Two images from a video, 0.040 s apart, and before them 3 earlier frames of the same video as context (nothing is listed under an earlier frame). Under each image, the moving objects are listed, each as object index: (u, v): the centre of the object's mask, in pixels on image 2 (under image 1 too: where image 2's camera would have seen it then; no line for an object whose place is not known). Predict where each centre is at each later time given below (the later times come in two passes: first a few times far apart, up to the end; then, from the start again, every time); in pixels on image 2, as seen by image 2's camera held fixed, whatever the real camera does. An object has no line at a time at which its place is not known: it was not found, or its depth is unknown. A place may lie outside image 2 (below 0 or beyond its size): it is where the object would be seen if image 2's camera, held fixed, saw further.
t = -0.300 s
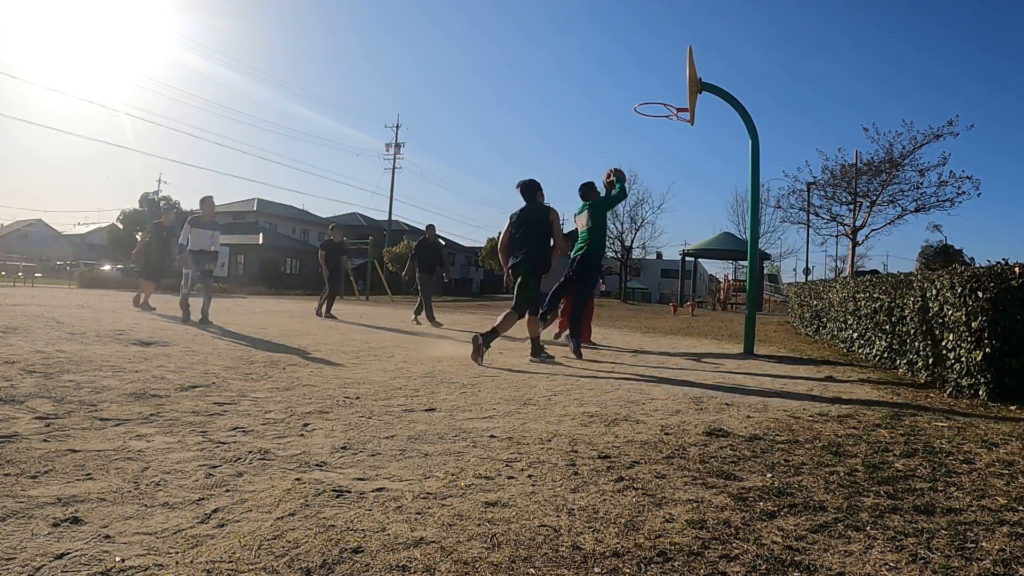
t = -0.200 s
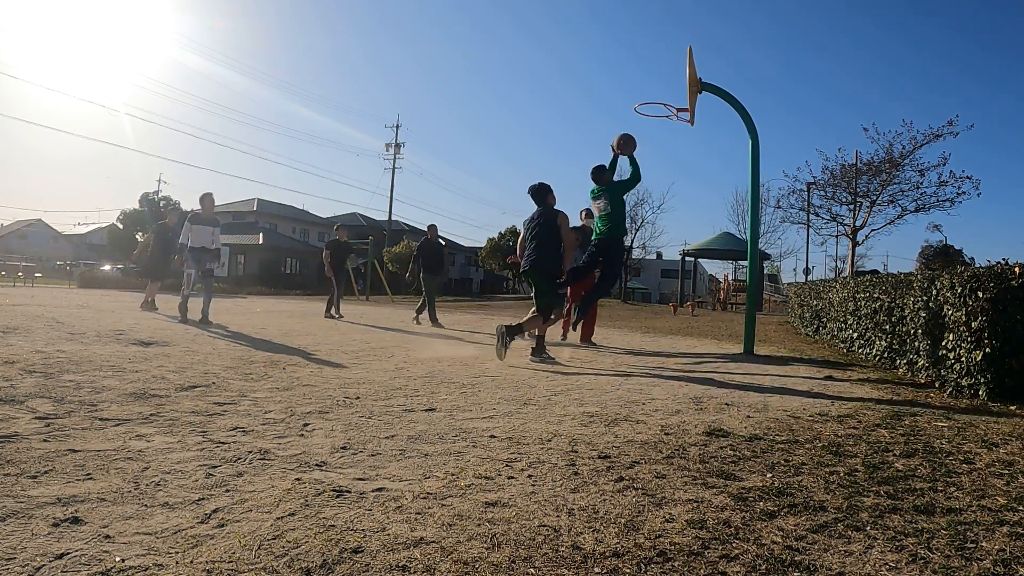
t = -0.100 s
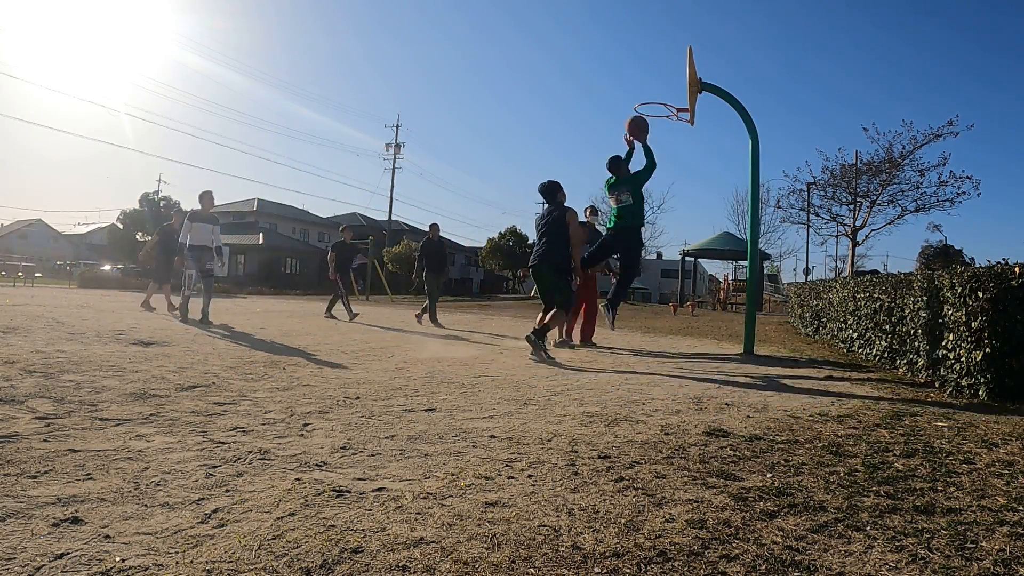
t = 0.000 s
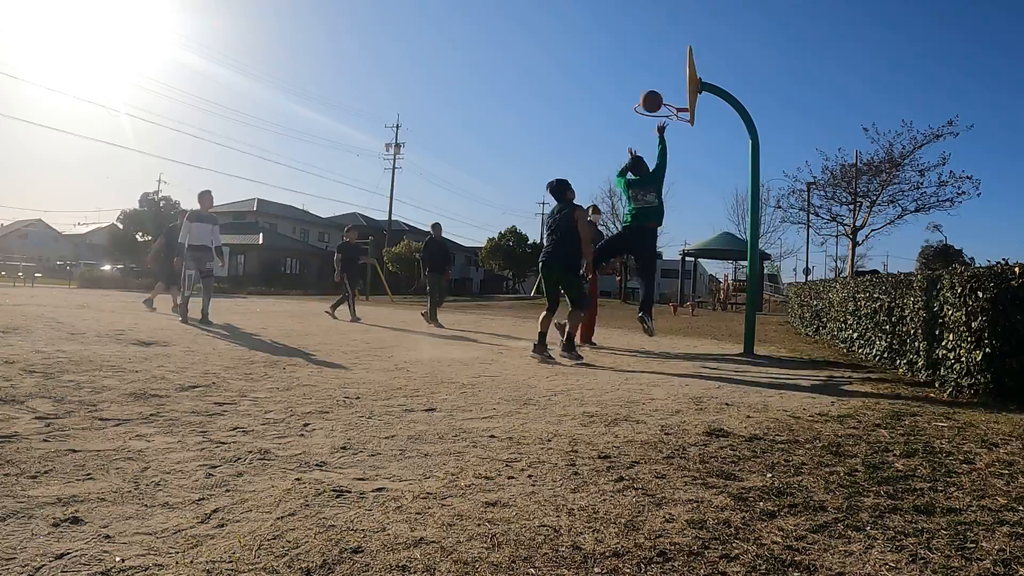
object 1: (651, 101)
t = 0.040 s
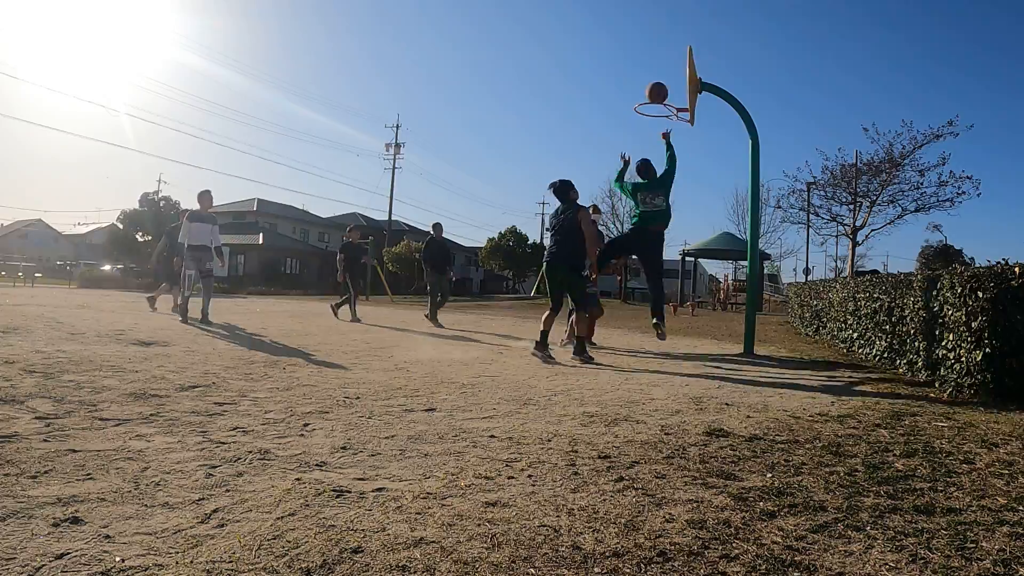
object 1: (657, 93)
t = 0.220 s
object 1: (677, 73)
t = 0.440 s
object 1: (657, 92)
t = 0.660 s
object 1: (661, 121)
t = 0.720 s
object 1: (666, 132)
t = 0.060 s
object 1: (660, 89)
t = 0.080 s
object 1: (662, 86)
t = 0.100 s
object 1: (665, 83)
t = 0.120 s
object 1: (668, 80)
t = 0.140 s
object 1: (670, 78)
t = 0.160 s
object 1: (673, 76)
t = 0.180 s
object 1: (675, 75)
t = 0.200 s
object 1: (677, 74)
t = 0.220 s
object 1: (677, 73)
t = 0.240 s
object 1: (675, 73)
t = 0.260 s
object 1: (674, 74)
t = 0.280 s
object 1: (671, 75)
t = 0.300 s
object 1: (670, 76)
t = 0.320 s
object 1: (668, 77)
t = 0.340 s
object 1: (666, 79)
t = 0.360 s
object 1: (664, 81)
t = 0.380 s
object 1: (662, 83)
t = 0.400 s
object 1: (660, 86)
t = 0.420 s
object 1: (659, 89)
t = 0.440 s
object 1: (657, 92)
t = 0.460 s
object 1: (655, 96)
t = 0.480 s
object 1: (653, 100)
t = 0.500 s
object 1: (651, 104)
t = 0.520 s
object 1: (650, 108)
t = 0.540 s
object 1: (651, 110)
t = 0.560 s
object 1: (653, 111)
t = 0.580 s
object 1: (654, 112)
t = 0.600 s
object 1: (656, 114)
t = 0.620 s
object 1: (658, 116)
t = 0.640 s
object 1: (659, 118)
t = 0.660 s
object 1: (661, 121)
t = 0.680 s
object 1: (663, 125)
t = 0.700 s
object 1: (664, 128)
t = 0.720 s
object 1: (666, 132)
